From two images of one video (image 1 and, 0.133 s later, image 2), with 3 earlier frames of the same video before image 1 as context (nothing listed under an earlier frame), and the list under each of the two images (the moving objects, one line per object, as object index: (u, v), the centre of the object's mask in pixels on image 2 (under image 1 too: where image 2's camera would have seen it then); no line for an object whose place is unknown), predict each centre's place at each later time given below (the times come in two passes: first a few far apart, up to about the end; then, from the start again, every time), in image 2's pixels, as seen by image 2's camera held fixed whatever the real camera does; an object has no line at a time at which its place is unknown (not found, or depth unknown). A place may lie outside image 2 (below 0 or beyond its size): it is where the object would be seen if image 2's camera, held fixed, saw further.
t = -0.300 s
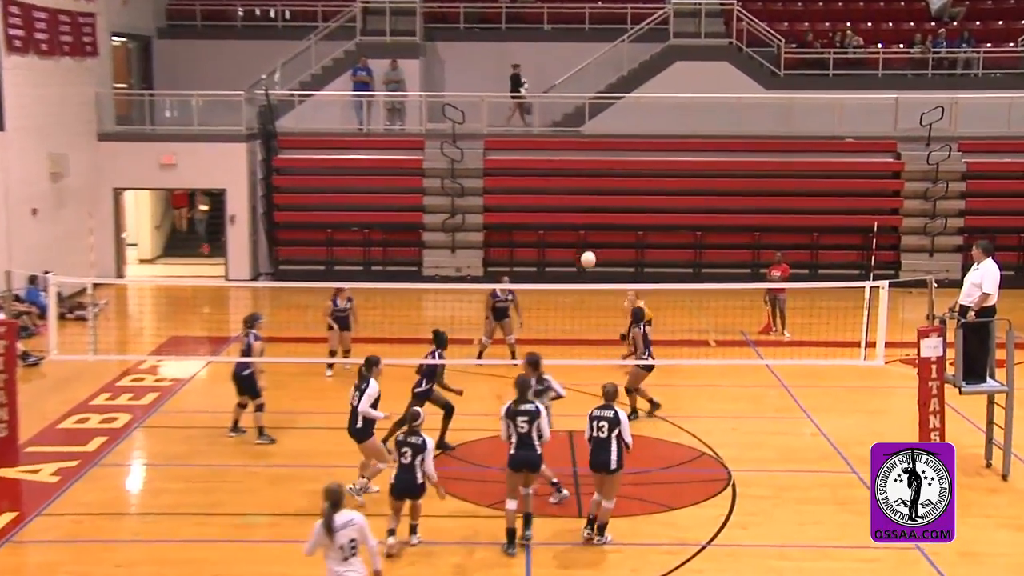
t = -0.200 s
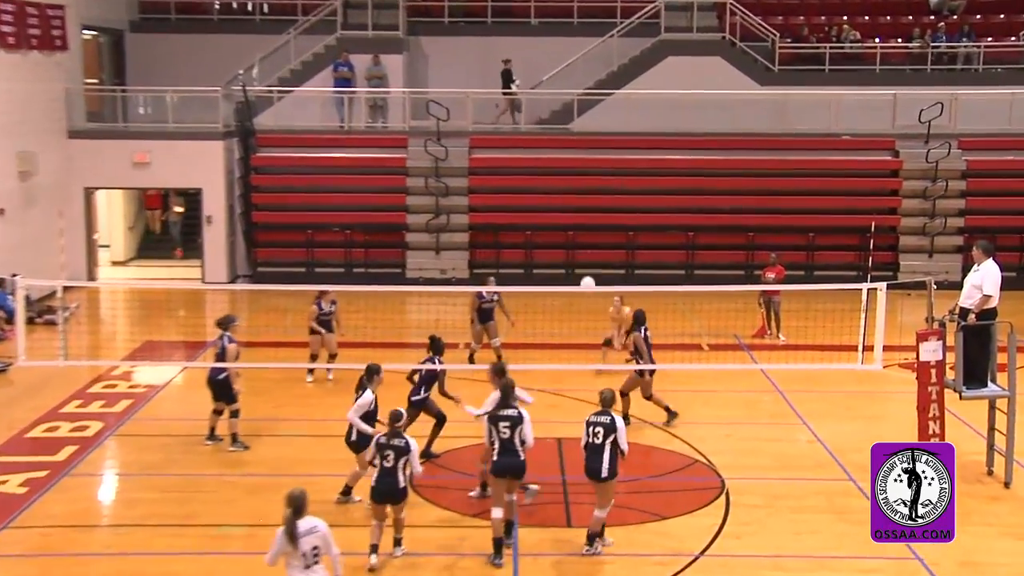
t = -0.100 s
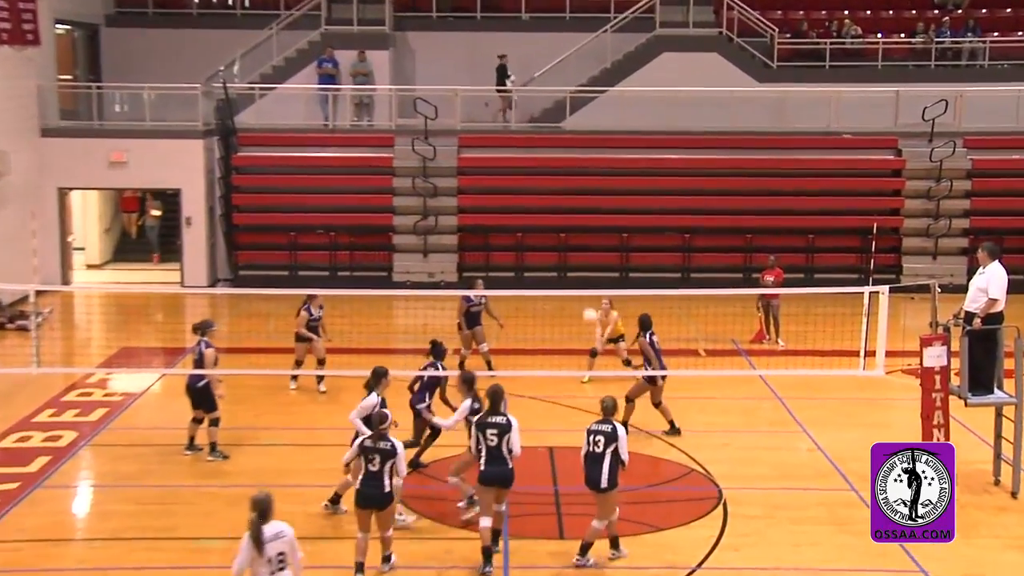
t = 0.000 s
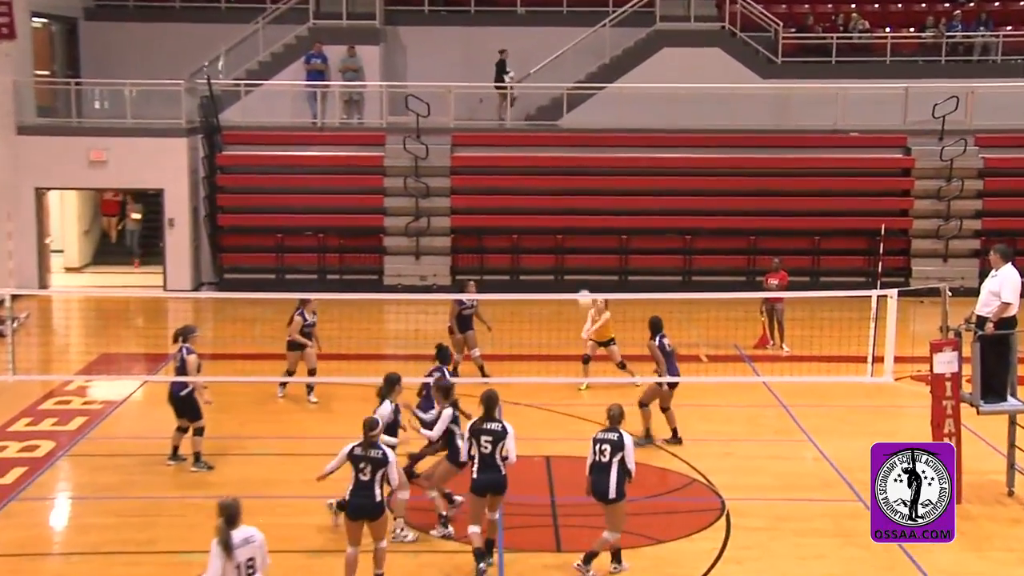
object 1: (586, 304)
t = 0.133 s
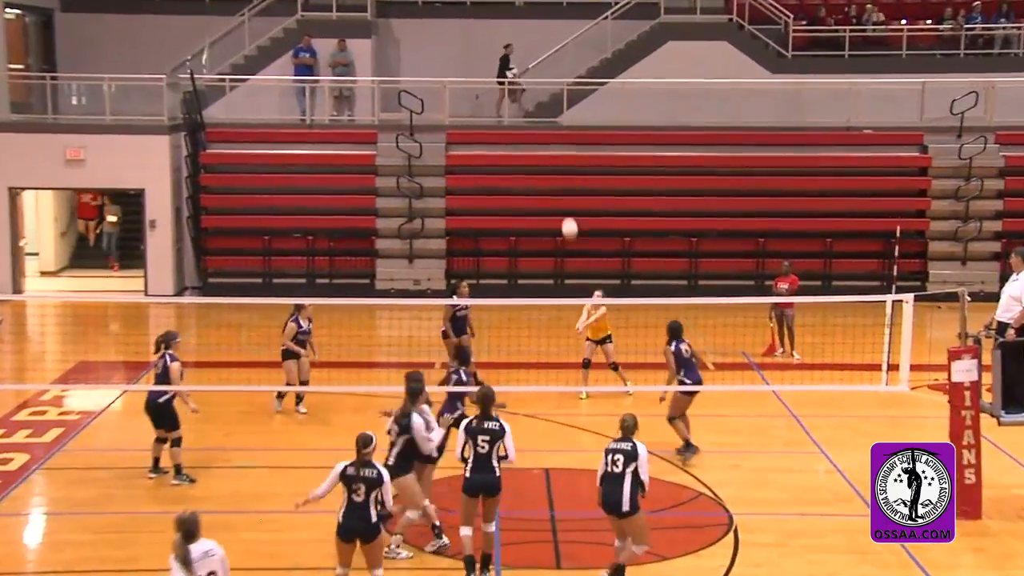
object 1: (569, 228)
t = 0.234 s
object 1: (557, 178)
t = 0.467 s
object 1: (528, 90)
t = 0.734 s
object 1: (494, 35)
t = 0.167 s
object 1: (565, 211)
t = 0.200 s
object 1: (561, 194)
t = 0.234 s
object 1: (557, 178)
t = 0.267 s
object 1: (553, 164)
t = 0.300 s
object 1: (549, 149)
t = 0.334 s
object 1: (545, 136)
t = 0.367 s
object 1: (541, 123)
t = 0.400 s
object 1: (537, 111)
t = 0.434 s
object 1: (532, 100)
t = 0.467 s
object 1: (528, 90)
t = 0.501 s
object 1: (524, 80)
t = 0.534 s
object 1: (520, 71)
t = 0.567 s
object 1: (515, 63)
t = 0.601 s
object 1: (512, 56)
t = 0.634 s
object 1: (507, 49)
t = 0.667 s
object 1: (503, 44)
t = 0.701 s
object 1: (499, 39)
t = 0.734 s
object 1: (494, 35)
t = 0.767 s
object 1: (490, 32)
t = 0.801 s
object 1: (486, 29)
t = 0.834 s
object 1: (482, 28)
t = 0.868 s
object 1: (477, 28)
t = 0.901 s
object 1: (473, 28)
